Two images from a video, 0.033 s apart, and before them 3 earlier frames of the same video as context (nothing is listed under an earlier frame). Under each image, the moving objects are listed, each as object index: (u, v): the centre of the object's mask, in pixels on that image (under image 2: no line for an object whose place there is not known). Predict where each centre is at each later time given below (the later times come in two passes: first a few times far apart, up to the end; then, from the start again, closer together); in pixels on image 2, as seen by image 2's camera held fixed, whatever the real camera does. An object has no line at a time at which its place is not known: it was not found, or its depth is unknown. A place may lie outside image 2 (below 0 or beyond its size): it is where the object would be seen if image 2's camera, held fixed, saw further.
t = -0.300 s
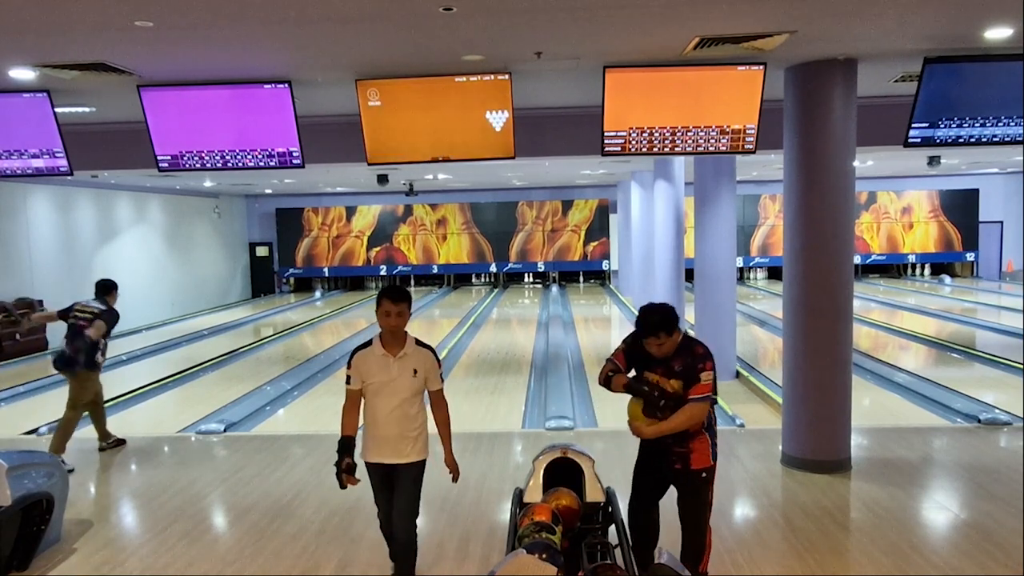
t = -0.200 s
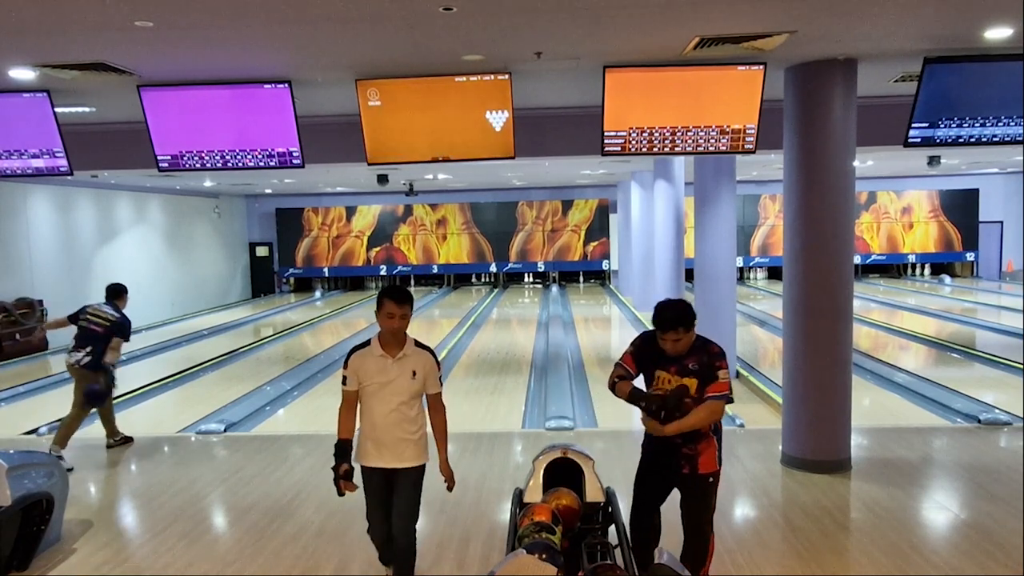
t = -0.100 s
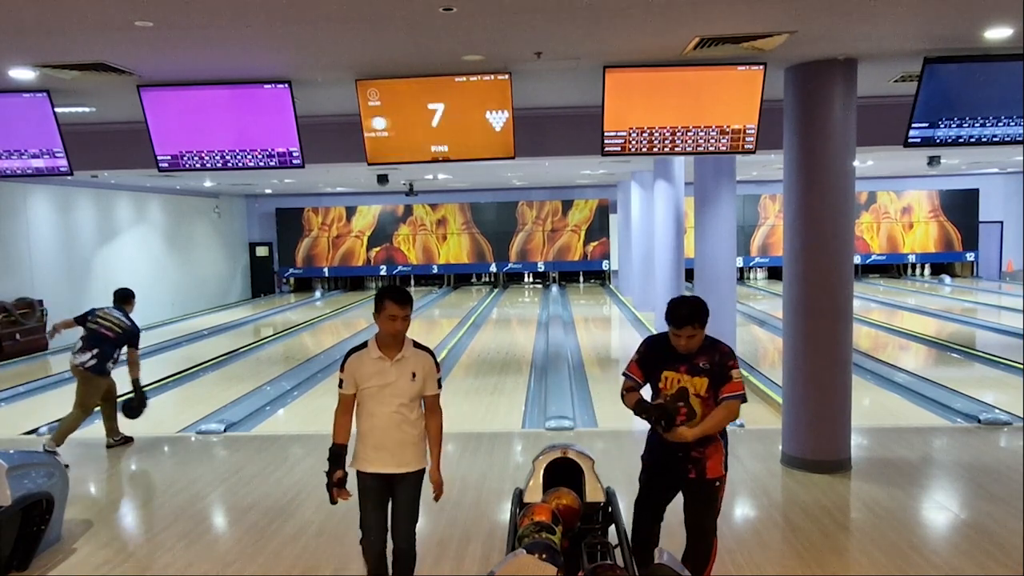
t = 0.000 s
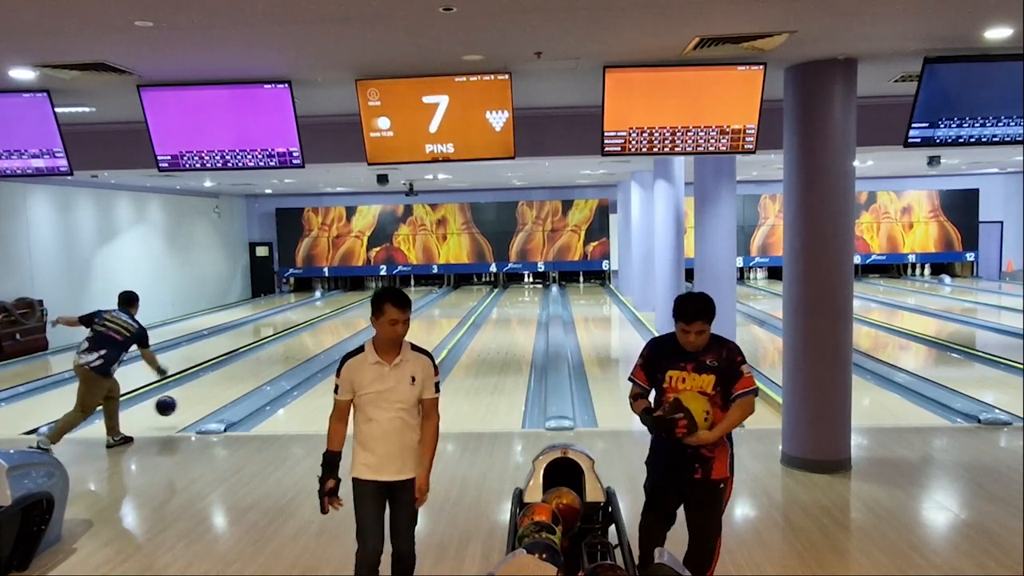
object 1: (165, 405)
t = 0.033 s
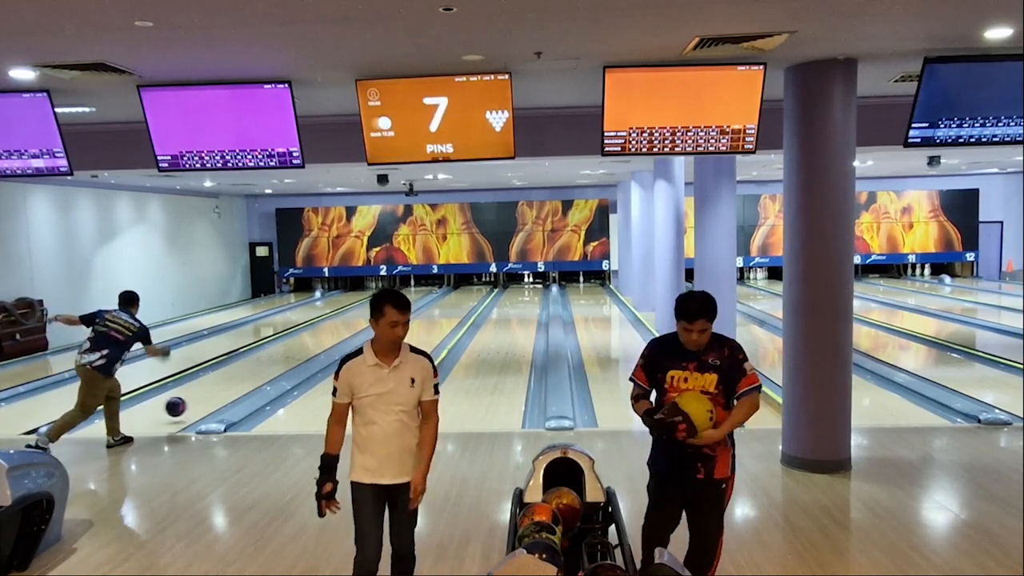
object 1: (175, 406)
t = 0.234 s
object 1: (224, 388)
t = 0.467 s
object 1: (265, 366)
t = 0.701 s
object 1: (297, 350)
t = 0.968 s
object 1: (325, 335)
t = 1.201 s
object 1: (344, 326)
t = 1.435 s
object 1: (360, 317)
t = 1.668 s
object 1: (373, 310)
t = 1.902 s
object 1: (384, 304)
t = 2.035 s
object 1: (390, 301)
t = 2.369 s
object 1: (401, 295)
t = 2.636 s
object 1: (408, 290)
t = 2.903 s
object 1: (413, 287)
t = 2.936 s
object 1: (413, 286)
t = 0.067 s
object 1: (185, 408)
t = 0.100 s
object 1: (194, 402)
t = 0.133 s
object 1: (202, 398)
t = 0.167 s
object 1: (210, 395)
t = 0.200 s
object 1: (217, 391)
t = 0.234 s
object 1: (224, 388)
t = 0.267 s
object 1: (231, 384)
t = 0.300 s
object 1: (237, 381)
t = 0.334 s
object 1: (243, 378)
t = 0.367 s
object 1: (249, 375)
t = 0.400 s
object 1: (255, 372)
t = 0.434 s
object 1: (260, 369)
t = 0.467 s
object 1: (265, 366)
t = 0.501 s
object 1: (271, 364)
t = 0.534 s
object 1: (275, 361)
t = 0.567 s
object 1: (280, 359)
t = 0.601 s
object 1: (284, 356)
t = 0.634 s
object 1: (289, 354)
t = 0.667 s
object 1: (293, 352)
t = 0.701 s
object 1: (297, 350)
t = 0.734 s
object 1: (301, 348)
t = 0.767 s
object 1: (305, 346)
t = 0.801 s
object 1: (308, 344)
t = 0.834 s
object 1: (312, 342)
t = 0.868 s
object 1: (315, 341)
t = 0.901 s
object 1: (319, 339)
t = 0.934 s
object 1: (322, 337)
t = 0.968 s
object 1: (325, 335)
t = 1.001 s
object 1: (328, 334)
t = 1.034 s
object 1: (331, 332)
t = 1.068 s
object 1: (334, 331)
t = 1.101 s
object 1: (336, 329)
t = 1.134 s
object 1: (339, 328)
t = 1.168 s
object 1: (342, 327)
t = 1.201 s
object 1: (344, 326)
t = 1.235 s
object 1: (347, 324)
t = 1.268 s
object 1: (349, 323)
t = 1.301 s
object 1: (351, 322)
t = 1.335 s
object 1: (353, 321)
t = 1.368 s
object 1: (356, 319)
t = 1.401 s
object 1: (358, 318)
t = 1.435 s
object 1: (360, 317)
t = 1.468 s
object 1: (362, 316)
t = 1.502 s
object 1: (364, 315)
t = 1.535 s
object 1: (366, 314)
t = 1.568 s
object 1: (367, 313)
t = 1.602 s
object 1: (369, 312)
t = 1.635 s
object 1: (371, 311)
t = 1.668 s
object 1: (373, 310)
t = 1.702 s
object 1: (374, 309)
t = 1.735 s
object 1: (376, 308)
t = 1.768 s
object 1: (378, 307)
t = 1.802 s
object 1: (379, 307)
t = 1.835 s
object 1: (381, 306)
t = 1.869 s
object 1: (383, 305)
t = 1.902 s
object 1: (384, 304)
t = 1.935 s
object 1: (385, 303)
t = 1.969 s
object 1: (387, 303)
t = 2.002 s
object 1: (388, 302)
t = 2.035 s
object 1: (390, 301)
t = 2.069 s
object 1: (391, 300)
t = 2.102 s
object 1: (392, 299)
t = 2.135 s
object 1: (393, 299)
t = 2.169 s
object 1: (395, 298)
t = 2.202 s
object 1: (396, 297)
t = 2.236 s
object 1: (397, 297)
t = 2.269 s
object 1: (398, 296)
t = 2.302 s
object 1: (399, 296)
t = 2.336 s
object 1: (400, 295)
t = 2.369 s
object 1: (401, 295)
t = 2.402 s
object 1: (402, 294)
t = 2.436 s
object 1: (403, 293)
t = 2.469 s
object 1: (404, 293)
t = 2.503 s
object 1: (405, 292)
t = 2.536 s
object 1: (406, 292)
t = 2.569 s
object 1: (407, 291)
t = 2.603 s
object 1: (407, 291)
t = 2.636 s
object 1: (408, 290)
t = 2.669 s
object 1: (409, 290)
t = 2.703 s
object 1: (410, 289)
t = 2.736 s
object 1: (410, 289)
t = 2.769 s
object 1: (411, 289)
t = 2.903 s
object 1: (413, 287)
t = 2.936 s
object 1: (413, 286)
